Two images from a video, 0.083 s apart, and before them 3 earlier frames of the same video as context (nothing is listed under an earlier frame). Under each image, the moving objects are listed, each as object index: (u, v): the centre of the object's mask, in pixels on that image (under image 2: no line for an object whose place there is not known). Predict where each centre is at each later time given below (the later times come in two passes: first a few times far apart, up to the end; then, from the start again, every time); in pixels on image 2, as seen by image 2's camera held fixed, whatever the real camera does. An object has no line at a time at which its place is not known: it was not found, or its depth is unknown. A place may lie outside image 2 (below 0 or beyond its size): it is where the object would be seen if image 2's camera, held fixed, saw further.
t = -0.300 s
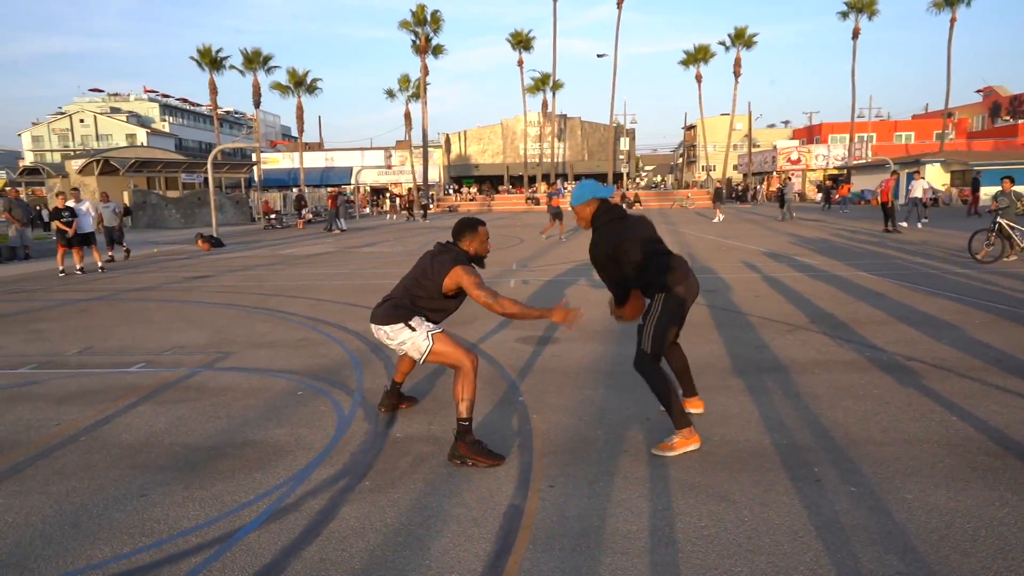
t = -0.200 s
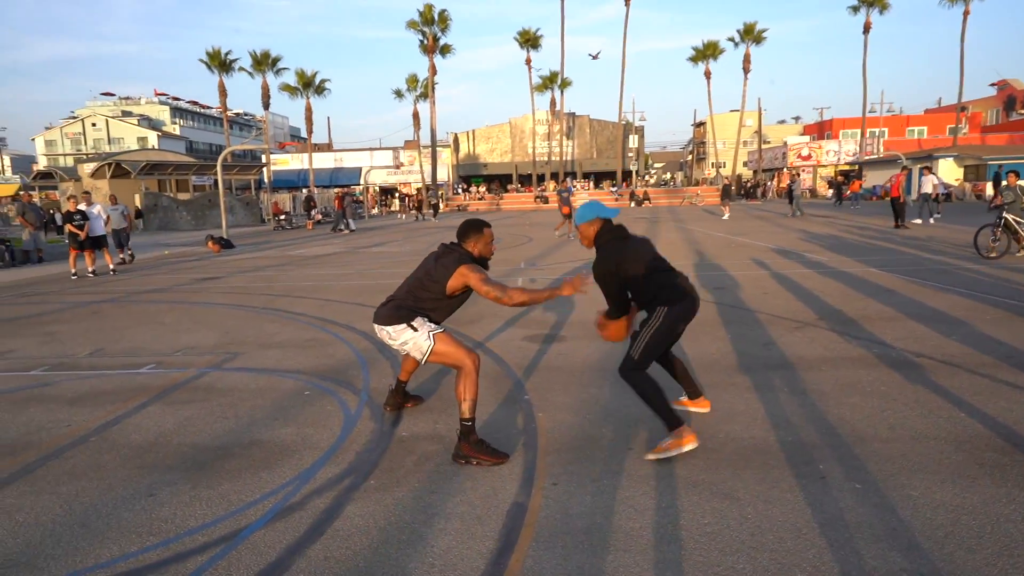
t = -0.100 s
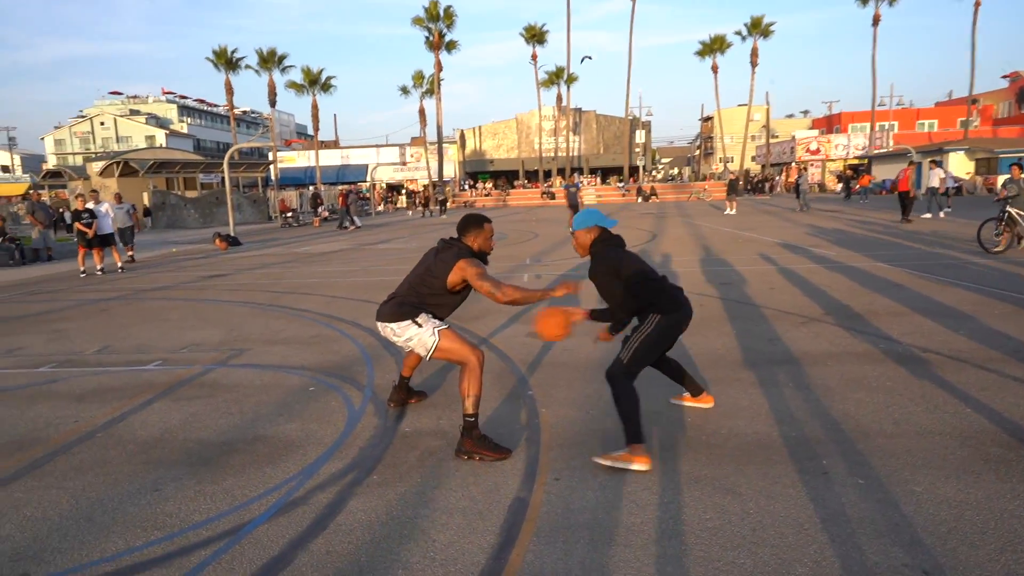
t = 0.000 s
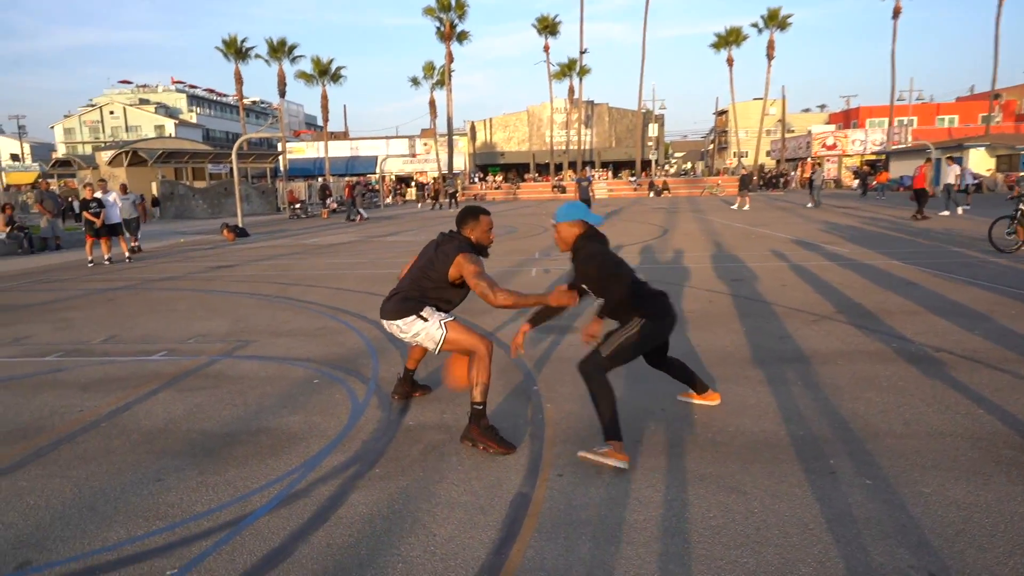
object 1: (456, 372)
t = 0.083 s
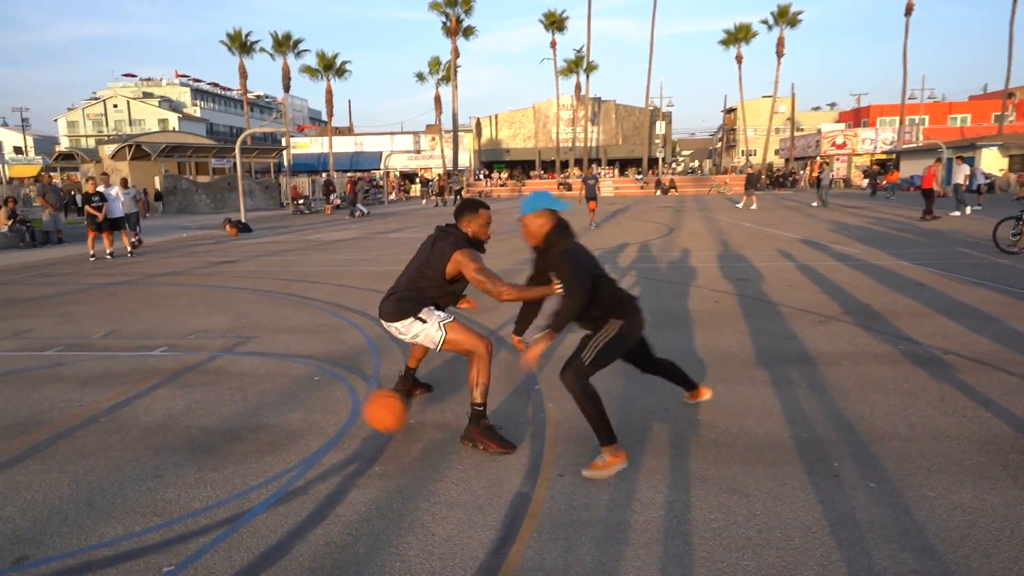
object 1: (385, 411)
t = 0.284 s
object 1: (227, 357)
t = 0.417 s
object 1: (95, 362)
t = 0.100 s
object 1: (373, 405)
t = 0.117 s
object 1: (361, 398)
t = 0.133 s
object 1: (349, 391)
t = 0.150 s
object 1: (337, 386)
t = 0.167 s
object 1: (324, 382)
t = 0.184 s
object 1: (312, 376)
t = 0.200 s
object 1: (299, 372)
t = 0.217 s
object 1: (286, 368)
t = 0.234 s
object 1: (271, 364)
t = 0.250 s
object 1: (257, 361)
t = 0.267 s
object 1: (241, 358)
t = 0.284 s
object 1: (227, 357)
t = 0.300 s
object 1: (211, 356)
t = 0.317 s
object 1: (195, 354)
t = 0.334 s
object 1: (179, 354)
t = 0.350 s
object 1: (163, 354)
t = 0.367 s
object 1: (146, 355)
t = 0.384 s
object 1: (129, 357)
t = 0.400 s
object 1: (113, 359)
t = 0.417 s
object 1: (95, 362)
